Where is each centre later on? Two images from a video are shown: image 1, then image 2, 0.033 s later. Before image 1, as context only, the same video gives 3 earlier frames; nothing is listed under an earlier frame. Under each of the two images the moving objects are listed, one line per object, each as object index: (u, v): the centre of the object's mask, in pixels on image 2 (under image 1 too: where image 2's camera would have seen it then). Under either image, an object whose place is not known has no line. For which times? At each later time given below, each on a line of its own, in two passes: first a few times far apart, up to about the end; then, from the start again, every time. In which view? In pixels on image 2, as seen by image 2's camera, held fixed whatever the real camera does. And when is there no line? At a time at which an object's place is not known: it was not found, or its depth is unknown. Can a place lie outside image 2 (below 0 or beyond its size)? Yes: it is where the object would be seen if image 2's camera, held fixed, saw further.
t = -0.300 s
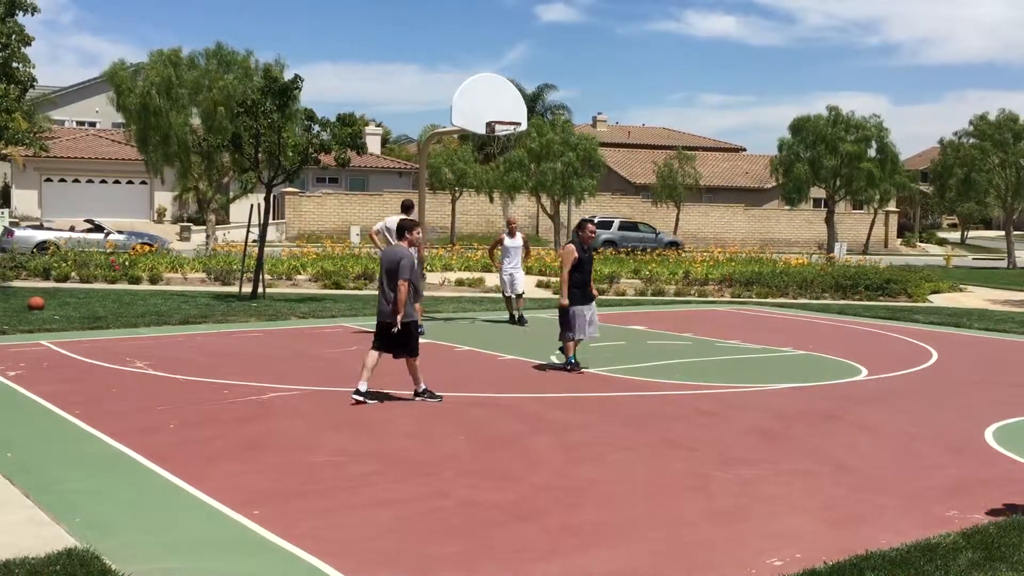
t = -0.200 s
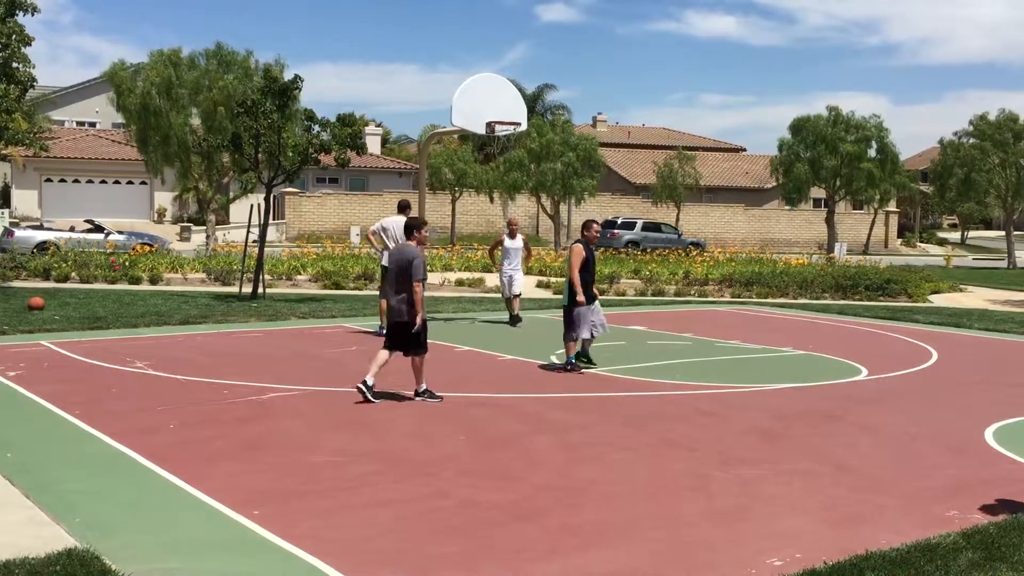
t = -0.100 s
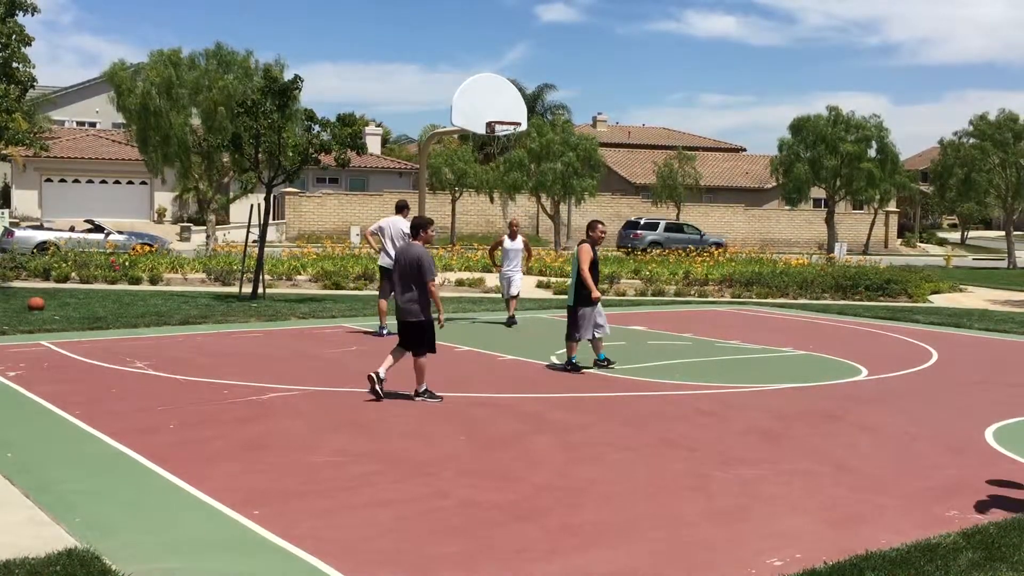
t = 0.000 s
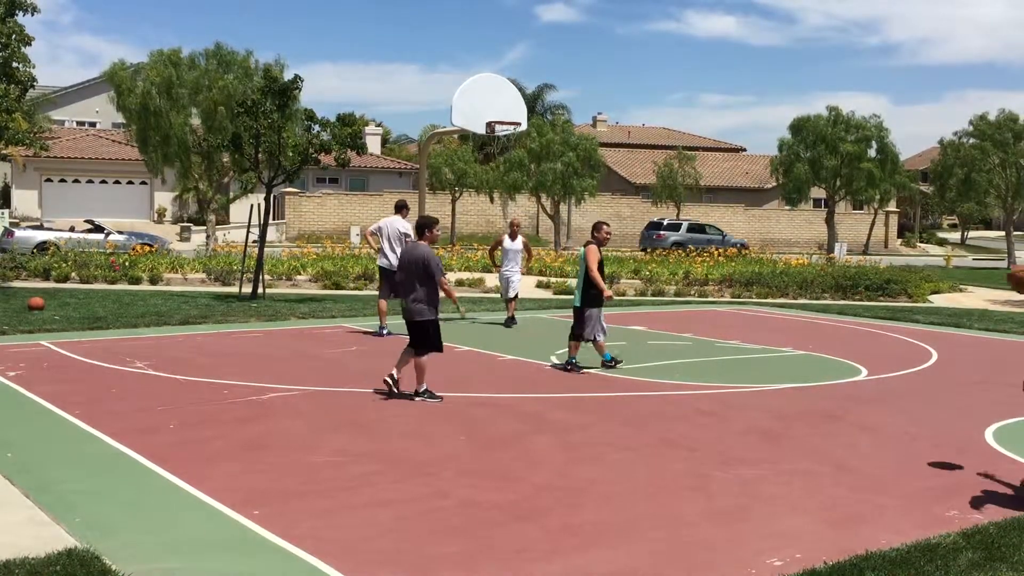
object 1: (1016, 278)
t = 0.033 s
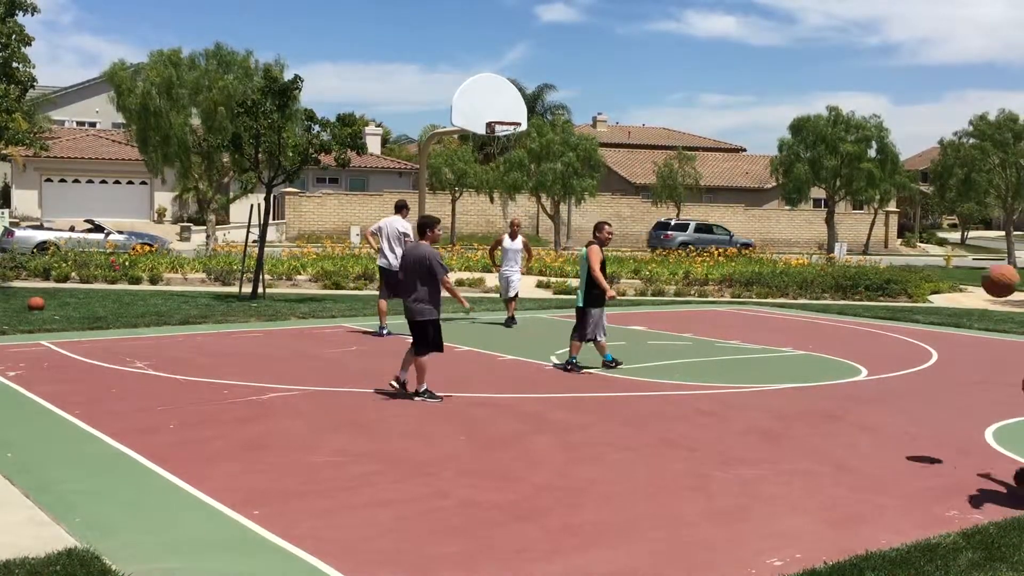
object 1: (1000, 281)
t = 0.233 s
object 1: (867, 327)
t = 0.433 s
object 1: (768, 394)
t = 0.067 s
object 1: (975, 285)
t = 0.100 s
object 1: (952, 291)
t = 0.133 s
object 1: (929, 300)
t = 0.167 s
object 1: (907, 307)
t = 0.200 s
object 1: (887, 317)
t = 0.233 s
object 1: (867, 327)
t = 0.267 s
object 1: (846, 339)
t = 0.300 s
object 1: (829, 351)
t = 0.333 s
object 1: (813, 363)
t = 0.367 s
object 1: (795, 376)
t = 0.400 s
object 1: (780, 389)
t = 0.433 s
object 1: (768, 394)
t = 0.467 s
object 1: (763, 376)
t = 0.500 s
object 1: (758, 362)
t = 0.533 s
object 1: (752, 350)
